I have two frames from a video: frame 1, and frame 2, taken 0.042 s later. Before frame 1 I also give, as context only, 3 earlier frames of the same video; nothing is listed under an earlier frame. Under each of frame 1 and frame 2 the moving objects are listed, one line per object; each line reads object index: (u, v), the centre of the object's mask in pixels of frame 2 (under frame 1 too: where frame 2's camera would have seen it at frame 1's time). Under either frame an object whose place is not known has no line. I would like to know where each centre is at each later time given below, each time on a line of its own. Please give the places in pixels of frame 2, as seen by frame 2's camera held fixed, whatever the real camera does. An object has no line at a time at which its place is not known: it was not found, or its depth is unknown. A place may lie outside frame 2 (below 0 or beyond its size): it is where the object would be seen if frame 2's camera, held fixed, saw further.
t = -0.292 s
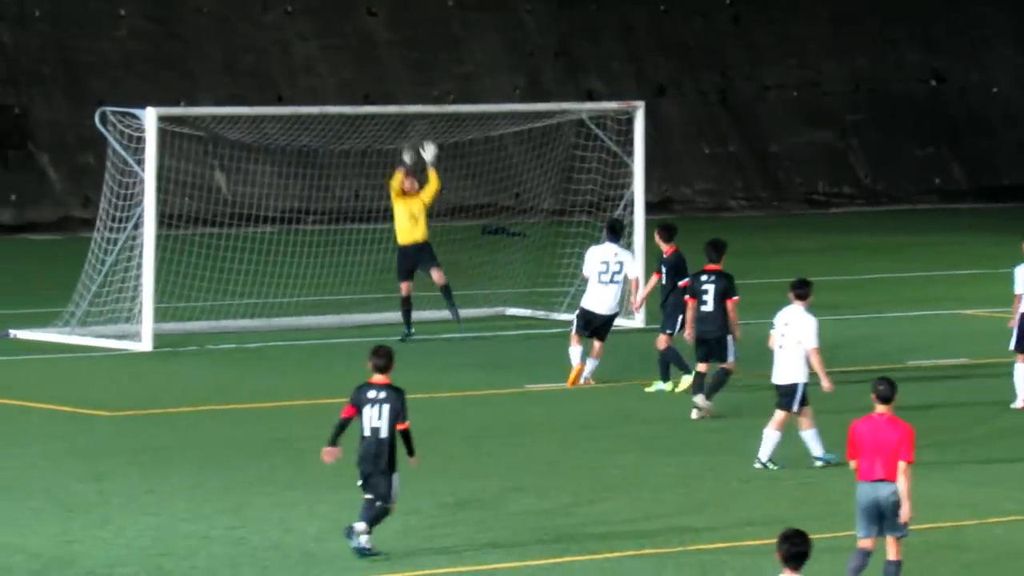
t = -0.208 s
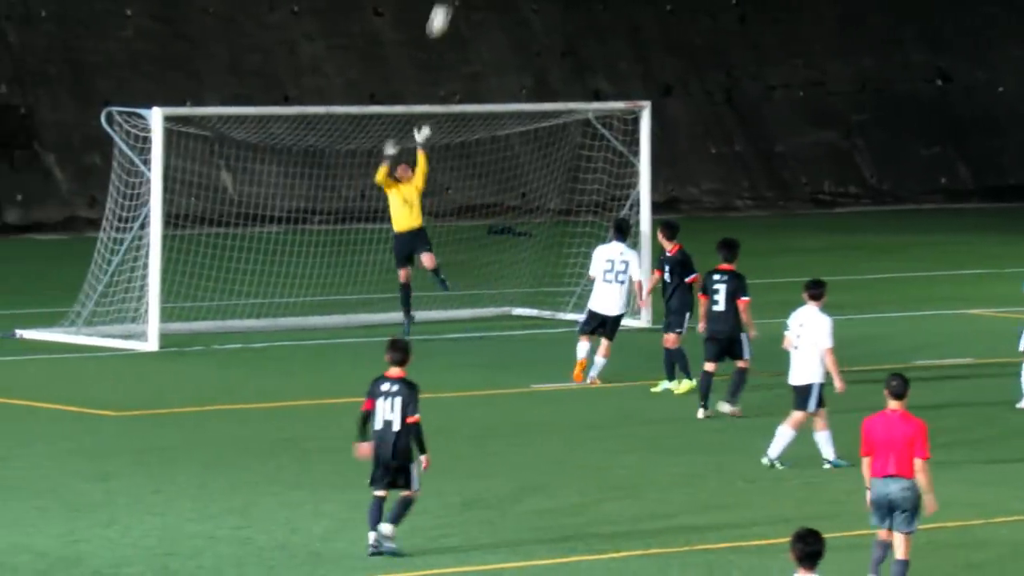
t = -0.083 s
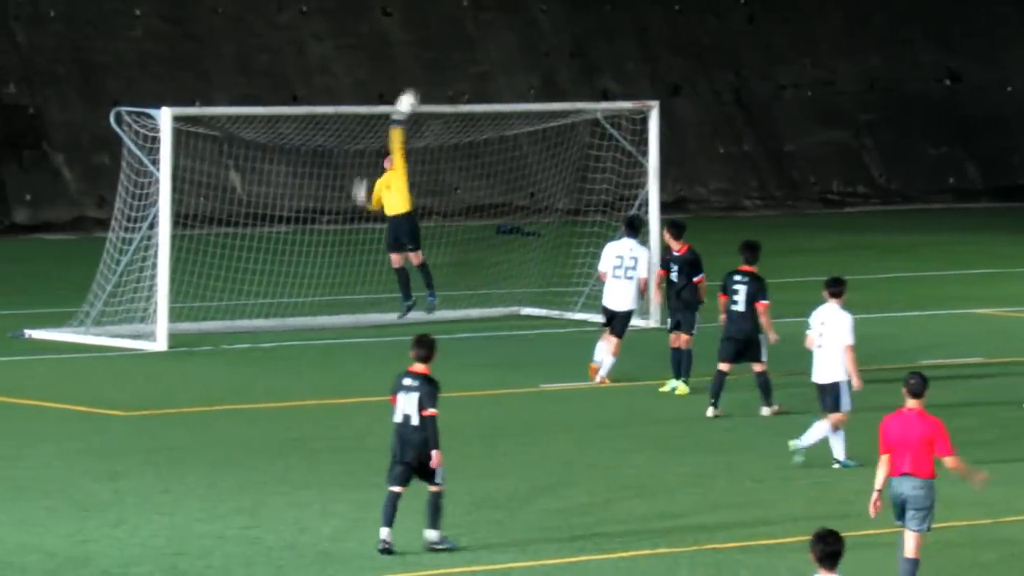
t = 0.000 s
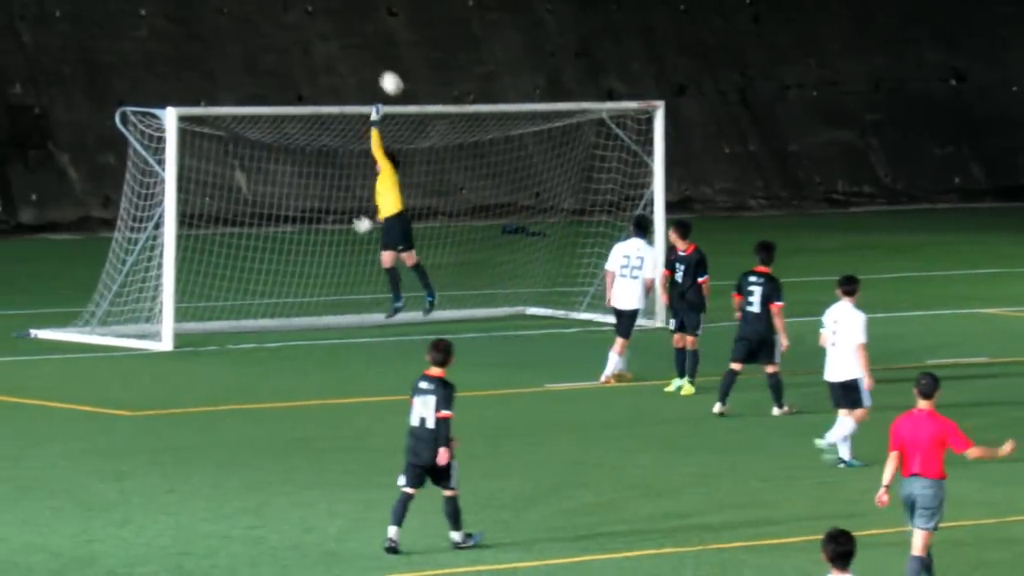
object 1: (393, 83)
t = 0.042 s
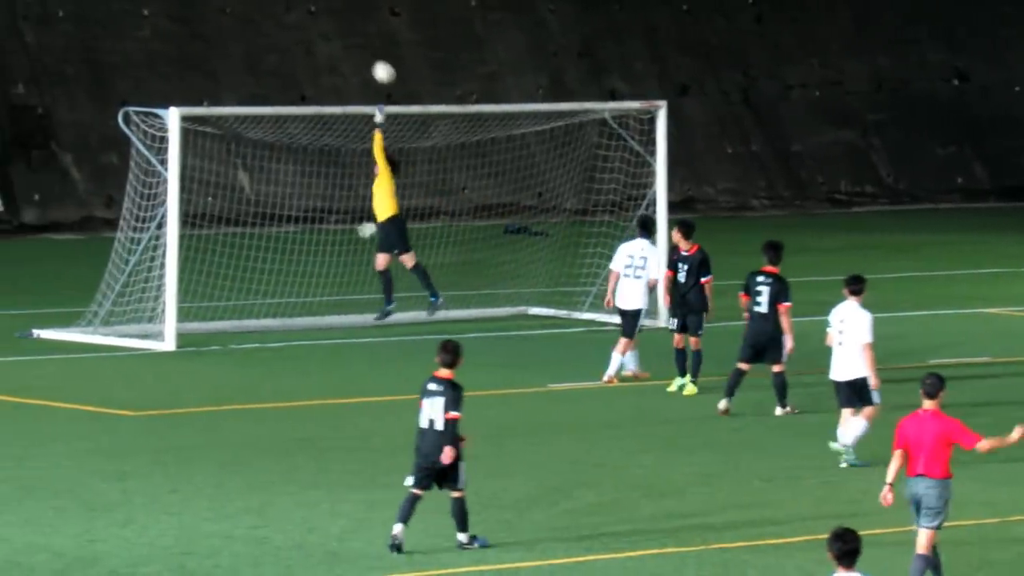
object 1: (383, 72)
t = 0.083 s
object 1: (373, 64)
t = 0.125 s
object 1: (363, 57)
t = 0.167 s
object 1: (352, 51)
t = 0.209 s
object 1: (343, 46)
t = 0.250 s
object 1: (333, 45)
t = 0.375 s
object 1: (306, 45)
